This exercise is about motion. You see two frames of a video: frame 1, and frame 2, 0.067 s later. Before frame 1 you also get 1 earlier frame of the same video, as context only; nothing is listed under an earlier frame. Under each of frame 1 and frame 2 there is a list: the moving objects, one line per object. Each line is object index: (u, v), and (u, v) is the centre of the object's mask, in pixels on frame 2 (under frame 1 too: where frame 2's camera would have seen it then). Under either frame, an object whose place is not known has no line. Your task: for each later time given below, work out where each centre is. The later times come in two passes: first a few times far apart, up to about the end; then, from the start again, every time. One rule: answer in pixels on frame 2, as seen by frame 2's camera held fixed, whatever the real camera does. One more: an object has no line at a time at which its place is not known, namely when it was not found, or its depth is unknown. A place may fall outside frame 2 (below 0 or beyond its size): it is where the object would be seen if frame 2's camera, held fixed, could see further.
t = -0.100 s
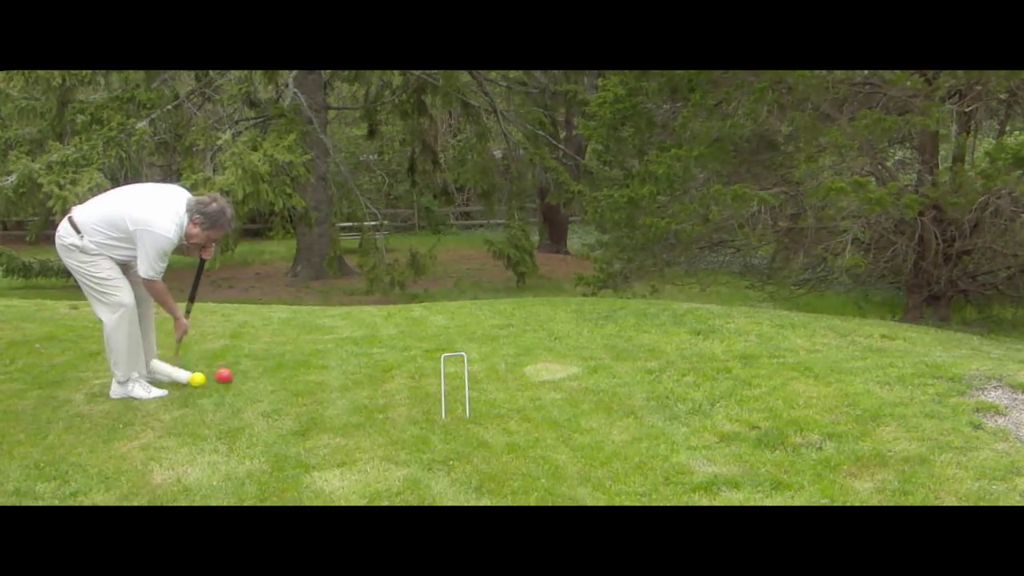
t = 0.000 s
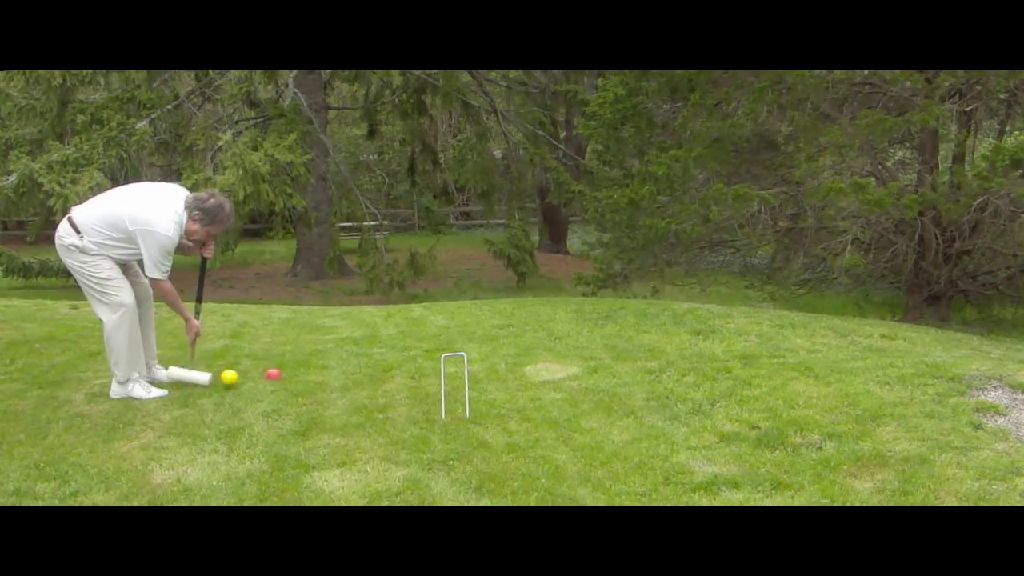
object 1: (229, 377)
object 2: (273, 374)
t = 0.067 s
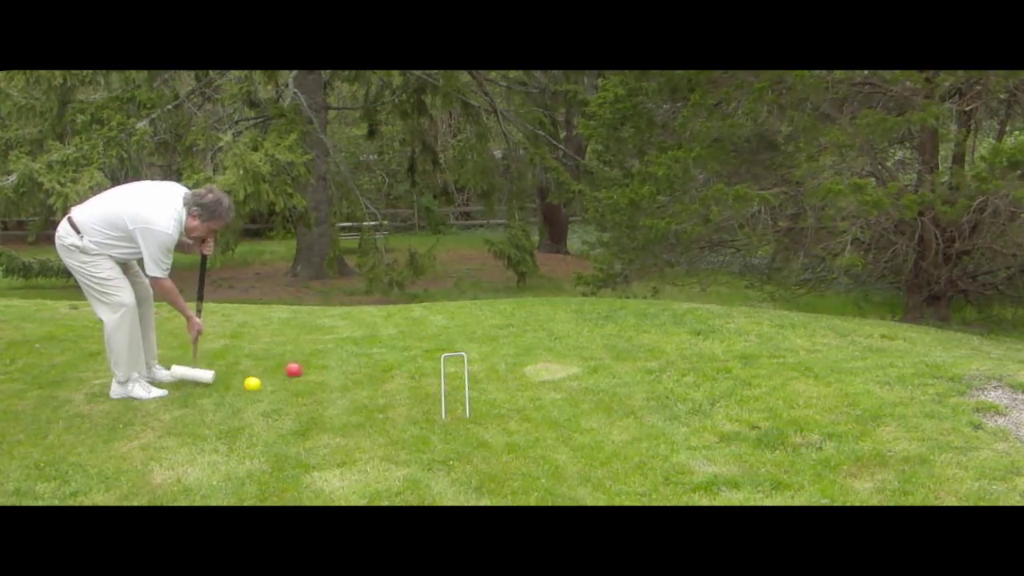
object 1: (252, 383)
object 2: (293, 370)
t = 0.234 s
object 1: (300, 381)
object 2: (341, 366)
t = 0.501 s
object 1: (374, 388)
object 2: (401, 361)
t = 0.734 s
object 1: (420, 385)
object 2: (436, 357)
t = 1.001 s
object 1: (450, 384)
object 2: (465, 353)
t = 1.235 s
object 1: (457, 384)
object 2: (467, 353)
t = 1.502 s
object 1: (456, 385)
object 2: (462, 354)
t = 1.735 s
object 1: (456, 385)
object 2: (465, 353)
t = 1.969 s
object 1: (456, 385)
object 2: (462, 354)
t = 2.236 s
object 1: (456, 385)
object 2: (462, 354)
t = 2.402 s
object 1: (456, 385)
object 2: (466, 354)
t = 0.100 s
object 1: (263, 385)
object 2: (303, 369)
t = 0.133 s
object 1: (273, 384)
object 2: (312, 369)
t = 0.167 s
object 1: (281, 381)
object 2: (322, 369)
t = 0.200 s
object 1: (290, 380)
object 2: (332, 368)
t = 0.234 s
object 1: (300, 381)
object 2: (341, 366)
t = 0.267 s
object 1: (310, 384)
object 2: (349, 366)
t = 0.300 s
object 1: (320, 387)
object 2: (357, 365)
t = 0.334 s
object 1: (330, 387)
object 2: (366, 364)
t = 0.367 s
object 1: (339, 387)
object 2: (374, 365)
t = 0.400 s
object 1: (348, 387)
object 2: (382, 365)
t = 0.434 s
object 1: (357, 388)
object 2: (388, 363)
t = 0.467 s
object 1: (366, 387)
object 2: (394, 361)
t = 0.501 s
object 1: (374, 388)
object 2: (401, 361)
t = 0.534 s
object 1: (382, 387)
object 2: (407, 361)
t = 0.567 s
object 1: (389, 386)
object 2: (413, 361)
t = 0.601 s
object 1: (396, 384)
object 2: (418, 360)
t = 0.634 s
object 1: (402, 384)
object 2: (424, 358)
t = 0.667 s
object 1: (409, 385)
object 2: (429, 358)
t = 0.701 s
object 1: (415, 386)
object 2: (433, 358)
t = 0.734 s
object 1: (420, 385)
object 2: (436, 357)
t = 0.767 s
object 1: (425, 384)
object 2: (440, 355)
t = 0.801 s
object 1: (430, 385)
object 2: (446, 356)
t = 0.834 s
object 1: (433, 385)
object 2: (449, 356)
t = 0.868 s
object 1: (438, 385)
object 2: (453, 355)
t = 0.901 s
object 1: (442, 384)
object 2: (455, 355)
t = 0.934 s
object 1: (445, 383)
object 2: (458, 355)
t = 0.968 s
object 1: (448, 383)
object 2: (462, 352)
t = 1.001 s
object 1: (450, 384)
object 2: (465, 353)
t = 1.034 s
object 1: (452, 384)
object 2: (465, 353)
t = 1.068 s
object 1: (454, 384)
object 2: (468, 352)
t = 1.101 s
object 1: (455, 384)
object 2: (469, 352)
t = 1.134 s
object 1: (456, 384)
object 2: (468, 352)
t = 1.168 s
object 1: (456, 384)
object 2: (468, 352)
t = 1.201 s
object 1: (457, 384)
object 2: (468, 352)
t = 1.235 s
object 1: (457, 384)
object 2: (467, 353)
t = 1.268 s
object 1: (457, 385)
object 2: (465, 353)
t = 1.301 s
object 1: (457, 385)
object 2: (465, 353)
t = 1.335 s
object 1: (456, 385)
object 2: (465, 353)
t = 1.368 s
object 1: (456, 385)
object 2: (465, 353)
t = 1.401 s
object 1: (456, 385)
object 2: (462, 354)
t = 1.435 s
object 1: (456, 385)
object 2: (462, 355)
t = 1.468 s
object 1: (456, 385)
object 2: (462, 354)
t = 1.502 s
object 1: (456, 385)
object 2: (462, 354)
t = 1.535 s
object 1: (456, 385)
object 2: (462, 354)
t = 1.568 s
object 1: (456, 385)
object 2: (465, 353)
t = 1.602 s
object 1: (456, 385)
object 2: (465, 353)
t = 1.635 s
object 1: (456, 385)
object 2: (465, 353)
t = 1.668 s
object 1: (456, 385)
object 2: (465, 353)
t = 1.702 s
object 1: (456, 385)
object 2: (465, 353)
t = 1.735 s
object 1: (456, 385)
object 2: (465, 353)
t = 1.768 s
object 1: (456, 385)
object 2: (466, 354)
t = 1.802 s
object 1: (456, 385)
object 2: (466, 354)
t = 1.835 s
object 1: (456, 385)
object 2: (462, 354)
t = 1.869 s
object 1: (456, 385)
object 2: (462, 354)
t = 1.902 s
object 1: (456, 385)
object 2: (462, 354)
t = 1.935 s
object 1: (456, 385)
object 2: (462, 354)
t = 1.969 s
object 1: (456, 385)
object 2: (462, 354)
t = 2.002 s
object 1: (456, 385)
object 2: (462, 354)
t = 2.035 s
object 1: (456, 385)
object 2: (465, 353)
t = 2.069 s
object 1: (456, 385)
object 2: (465, 353)
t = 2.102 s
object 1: (456, 385)
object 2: (465, 353)
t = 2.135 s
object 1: (456, 385)
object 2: (465, 353)
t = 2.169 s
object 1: (456, 385)
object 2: (465, 353)
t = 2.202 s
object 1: (456, 385)
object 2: (465, 353)
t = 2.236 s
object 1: (456, 385)
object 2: (462, 354)
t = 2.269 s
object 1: (456, 385)
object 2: (466, 354)
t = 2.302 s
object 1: (456, 385)
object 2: (466, 354)
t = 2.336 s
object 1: (456, 385)
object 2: (466, 354)
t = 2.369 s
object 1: (456, 385)
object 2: (466, 354)
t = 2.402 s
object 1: (456, 385)
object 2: (466, 354)
